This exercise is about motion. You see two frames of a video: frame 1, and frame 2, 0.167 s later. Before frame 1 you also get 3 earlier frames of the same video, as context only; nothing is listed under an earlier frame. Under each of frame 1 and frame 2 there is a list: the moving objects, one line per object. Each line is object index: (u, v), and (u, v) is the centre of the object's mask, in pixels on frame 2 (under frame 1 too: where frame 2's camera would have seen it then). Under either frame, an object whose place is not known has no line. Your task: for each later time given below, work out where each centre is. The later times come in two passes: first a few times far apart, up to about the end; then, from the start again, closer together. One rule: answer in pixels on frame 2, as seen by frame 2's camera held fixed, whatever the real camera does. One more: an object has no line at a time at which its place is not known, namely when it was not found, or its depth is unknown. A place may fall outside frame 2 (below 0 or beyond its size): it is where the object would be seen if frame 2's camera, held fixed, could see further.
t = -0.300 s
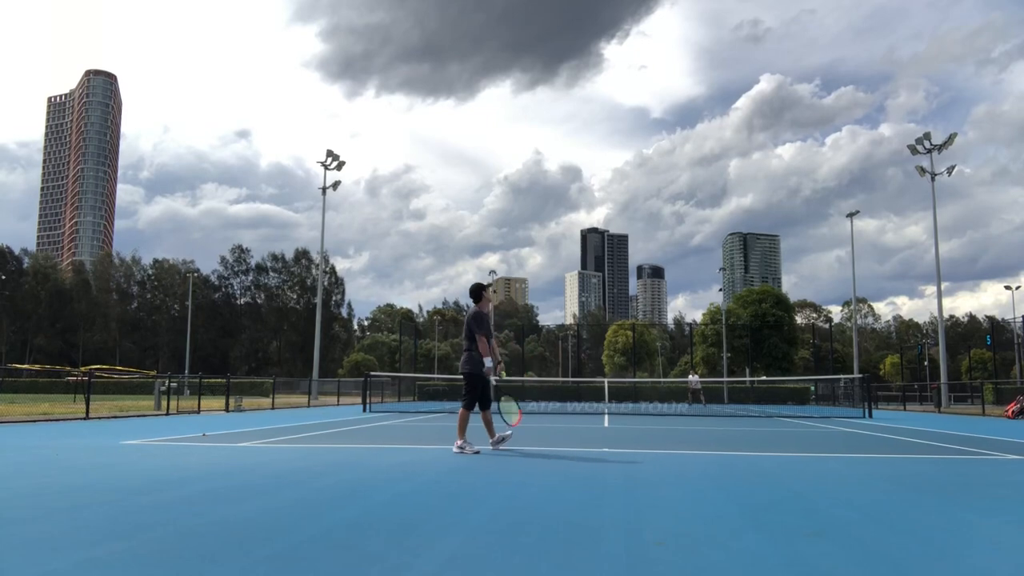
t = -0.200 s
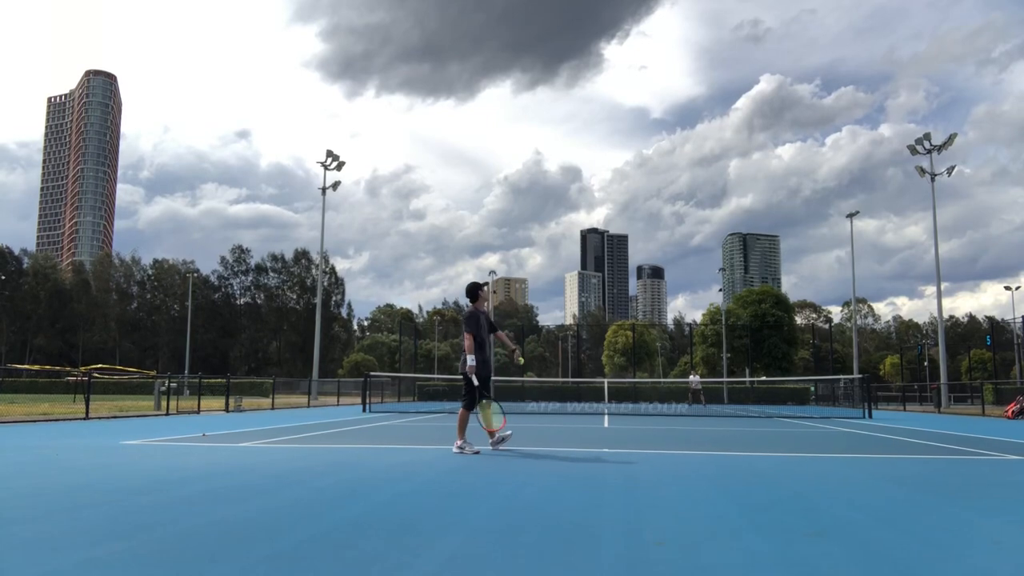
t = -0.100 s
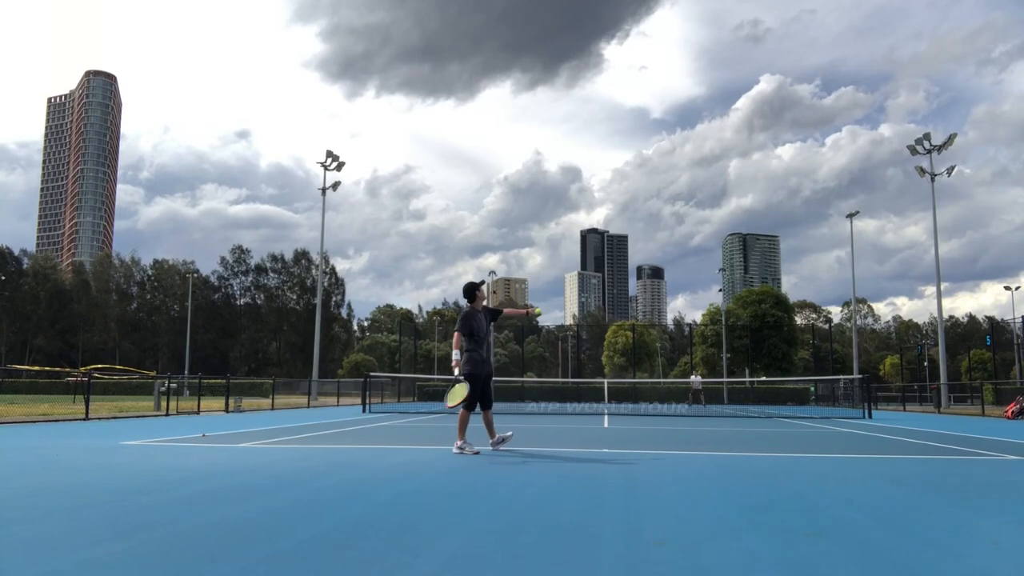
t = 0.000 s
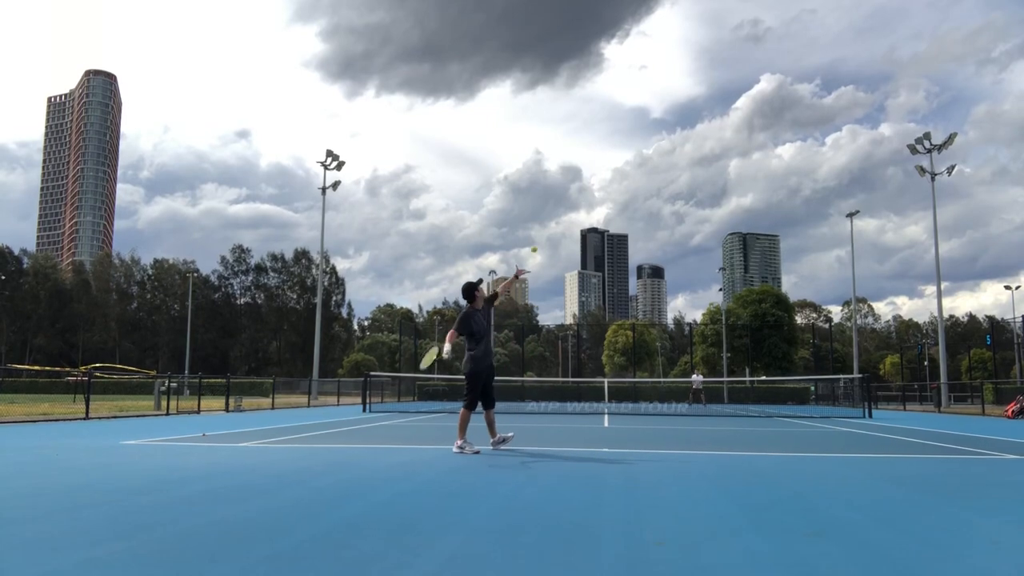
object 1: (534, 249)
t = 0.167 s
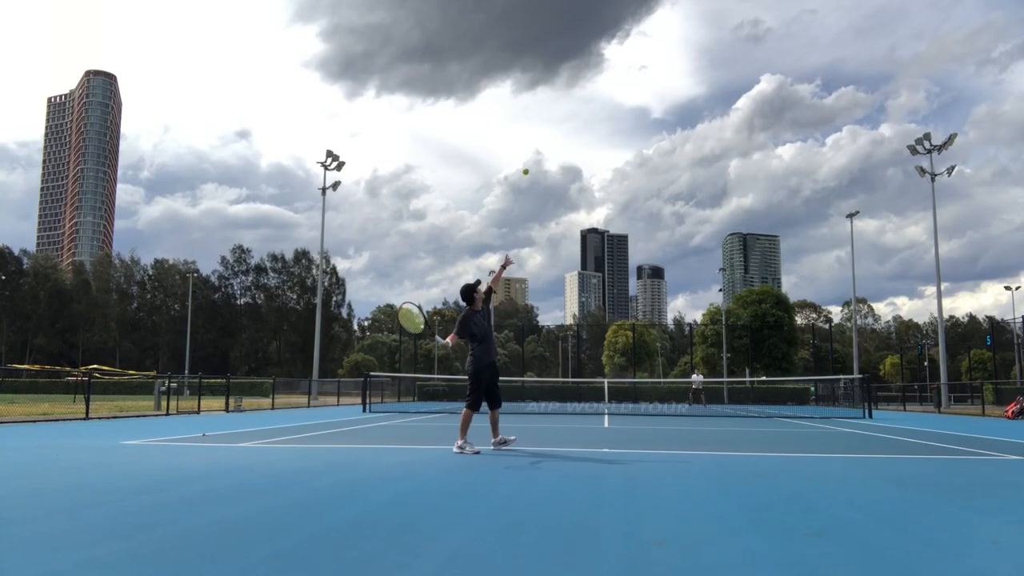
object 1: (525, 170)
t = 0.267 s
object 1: (521, 138)
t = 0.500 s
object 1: (511, 97)
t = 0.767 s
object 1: (500, 106)
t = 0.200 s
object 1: (524, 159)
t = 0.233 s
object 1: (522, 147)
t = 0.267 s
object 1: (521, 138)
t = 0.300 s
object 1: (519, 129)
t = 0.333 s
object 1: (518, 121)
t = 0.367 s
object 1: (517, 114)
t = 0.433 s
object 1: (514, 104)
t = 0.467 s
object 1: (513, 100)
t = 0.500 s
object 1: (511, 97)
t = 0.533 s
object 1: (510, 95)
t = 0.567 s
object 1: (509, 94)
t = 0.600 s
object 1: (507, 94)
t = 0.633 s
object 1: (506, 95)
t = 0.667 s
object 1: (505, 96)
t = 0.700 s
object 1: (503, 99)
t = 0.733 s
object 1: (502, 102)
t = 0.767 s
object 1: (500, 106)
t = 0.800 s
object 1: (499, 112)
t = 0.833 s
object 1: (498, 118)
